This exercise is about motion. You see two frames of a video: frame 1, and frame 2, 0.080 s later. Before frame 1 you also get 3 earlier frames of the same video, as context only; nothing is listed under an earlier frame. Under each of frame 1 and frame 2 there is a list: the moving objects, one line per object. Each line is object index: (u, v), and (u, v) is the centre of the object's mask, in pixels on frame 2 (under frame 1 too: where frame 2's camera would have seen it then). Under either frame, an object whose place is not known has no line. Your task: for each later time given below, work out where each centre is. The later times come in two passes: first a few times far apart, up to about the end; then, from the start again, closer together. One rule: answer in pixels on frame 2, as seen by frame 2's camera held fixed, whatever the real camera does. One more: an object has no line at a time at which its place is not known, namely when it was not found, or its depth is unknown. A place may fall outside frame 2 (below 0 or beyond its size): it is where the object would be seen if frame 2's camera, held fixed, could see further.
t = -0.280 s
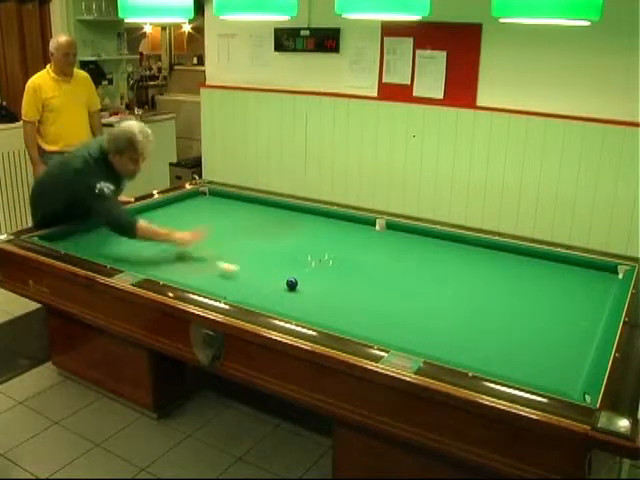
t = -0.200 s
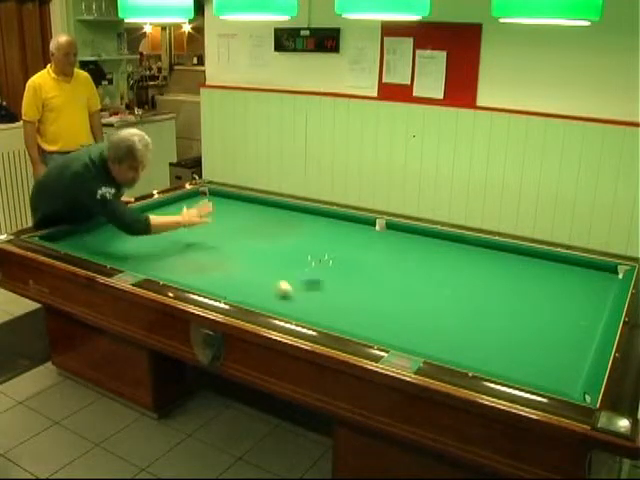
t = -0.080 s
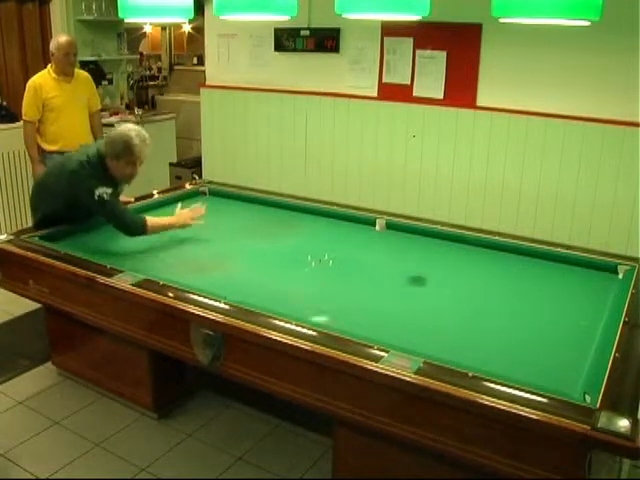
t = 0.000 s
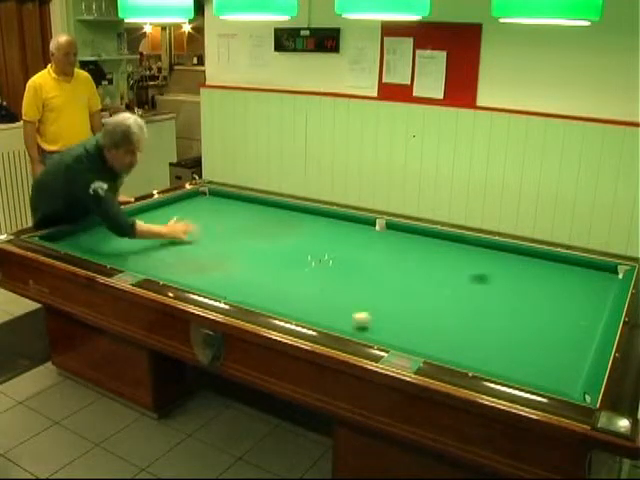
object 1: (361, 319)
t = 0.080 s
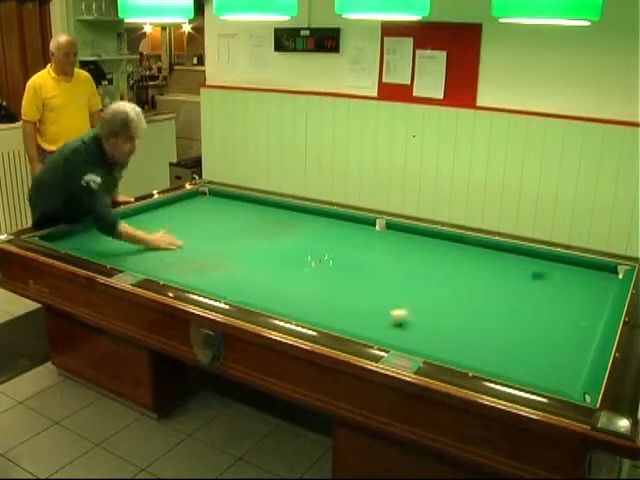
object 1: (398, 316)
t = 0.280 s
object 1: (478, 310)
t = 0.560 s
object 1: (573, 303)
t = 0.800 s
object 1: (586, 283)
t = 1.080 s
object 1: (551, 260)
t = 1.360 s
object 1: (497, 263)
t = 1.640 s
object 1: (443, 266)
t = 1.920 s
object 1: (386, 267)
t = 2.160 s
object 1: (336, 270)
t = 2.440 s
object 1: (278, 272)
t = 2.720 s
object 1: (219, 274)
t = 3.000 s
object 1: (160, 272)
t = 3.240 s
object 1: (149, 264)
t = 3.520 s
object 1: (138, 255)
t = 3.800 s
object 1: (132, 246)
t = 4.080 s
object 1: (125, 238)
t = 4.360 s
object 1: (119, 231)
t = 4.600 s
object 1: (114, 225)
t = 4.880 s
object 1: (114, 220)
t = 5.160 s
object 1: (126, 220)
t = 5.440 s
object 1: (139, 220)
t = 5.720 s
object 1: (150, 220)
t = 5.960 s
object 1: (161, 220)
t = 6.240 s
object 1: (170, 221)
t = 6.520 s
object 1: (181, 221)
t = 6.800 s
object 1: (191, 221)
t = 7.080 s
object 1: (200, 221)
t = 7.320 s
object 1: (206, 221)
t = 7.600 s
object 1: (213, 221)
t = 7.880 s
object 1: (221, 222)
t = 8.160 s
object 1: (227, 221)
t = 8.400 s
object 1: (232, 221)
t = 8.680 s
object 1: (236, 221)
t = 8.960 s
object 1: (241, 222)
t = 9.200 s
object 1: (244, 222)
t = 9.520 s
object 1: (247, 222)
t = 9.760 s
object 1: (249, 222)
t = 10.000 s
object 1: (250, 222)
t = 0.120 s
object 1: (417, 314)
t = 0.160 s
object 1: (433, 313)
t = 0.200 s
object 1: (449, 312)
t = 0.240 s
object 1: (464, 311)
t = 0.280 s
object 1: (478, 310)
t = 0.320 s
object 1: (492, 309)
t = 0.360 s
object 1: (506, 308)
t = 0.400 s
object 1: (520, 307)
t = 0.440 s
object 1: (534, 305)
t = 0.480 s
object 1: (547, 305)
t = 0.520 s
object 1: (560, 304)
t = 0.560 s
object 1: (573, 303)
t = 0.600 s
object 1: (585, 302)
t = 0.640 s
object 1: (597, 301)
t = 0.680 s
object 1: (605, 299)
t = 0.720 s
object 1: (599, 293)
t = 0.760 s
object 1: (592, 287)
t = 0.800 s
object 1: (586, 283)
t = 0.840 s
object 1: (581, 279)
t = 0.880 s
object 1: (576, 274)
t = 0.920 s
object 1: (572, 271)
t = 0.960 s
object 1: (567, 267)
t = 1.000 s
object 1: (564, 263)
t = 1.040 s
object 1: (559, 260)
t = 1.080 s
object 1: (551, 260)
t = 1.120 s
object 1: (543, 261)
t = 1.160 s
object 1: (536, 262)
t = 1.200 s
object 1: (528, 262)
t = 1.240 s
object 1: (520, 262)
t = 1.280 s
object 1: (513, 262)
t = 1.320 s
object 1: (505, 263)
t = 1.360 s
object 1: (497, 263)
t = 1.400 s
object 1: (490, 264)
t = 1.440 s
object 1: (482, 264)
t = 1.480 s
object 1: (474, 264)
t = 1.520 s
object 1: (466, 264)
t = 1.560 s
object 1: (459, 265)
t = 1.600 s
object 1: (452, 265)
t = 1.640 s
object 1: (443, 266)
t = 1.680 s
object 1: (435, 266)
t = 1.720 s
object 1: (427, 266)
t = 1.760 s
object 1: (420, 266)
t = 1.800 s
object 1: (411, 266)
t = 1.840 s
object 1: (403, 267)
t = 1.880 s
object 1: (394, 267)
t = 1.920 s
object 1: (386, 267)
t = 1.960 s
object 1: (378, 268)
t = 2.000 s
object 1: (370, 268)
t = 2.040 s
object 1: (362, 268)
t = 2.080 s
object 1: (353, 269)
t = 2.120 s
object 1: (345, 270)
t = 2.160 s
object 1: (336, 270)
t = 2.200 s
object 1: (328, 270)
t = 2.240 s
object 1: (319, 270)
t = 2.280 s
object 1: (311, 271)
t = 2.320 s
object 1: (303, 271)
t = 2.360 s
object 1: (294, 271)
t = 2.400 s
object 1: (286, 272)
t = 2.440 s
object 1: (278, 272)
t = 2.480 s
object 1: (269, 272)
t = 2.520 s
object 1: (261, 272)
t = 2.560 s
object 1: (252, 273)
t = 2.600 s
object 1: (244, 273)
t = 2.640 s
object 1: (236, 273)
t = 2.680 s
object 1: (228, 273)
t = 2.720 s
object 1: (219, 274)
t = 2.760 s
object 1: (210, 274)
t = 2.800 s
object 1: (202, 274)
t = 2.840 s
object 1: (193, 274)
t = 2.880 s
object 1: (185, 274)
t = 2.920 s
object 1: (177, 273)
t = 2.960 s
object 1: (168, 273)
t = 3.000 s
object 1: (160, 272)
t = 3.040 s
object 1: (155, 271)
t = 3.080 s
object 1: (153, 270)
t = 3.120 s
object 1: (153, 268)
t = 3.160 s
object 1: (152, 267)
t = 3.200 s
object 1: (151, 266)
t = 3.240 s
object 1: (149, 264)
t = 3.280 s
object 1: (147, 264)
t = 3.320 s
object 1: (146, 263)
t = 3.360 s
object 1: (145, 262)
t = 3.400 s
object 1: (143, 260)
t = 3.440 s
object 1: (142, 259)
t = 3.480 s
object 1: (141, 258)
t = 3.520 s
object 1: (138, 255)
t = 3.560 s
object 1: (138, 255)
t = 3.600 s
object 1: (137, 253)
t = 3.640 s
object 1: (136, 252)
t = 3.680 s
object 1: (135, 251)
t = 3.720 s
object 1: (134, 249)
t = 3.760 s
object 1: (133, 248)
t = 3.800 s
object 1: (132, 246)
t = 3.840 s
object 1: (131, 246)
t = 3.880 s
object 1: (131, 244)
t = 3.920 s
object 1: (129, 243)
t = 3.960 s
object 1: (128, 242)
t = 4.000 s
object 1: (127, 240)
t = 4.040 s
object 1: (126, 239)
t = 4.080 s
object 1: (125, 238)
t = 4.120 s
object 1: (125, 237)
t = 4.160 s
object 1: (124, 236)
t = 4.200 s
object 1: (122, 235)
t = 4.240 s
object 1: (121, 234)
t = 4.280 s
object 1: (120, 233)
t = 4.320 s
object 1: (119, 232)
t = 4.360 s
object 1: (119, 231)
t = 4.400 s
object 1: (118, 230)
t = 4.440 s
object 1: (117, 229)
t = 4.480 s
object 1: (116, 228)
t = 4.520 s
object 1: (116, 227)
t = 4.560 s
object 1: (115, 225)
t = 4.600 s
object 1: (114, 225)
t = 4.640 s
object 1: (113, 223)
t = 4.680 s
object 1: (113, 222)
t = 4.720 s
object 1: (112, 222)
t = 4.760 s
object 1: (111, 221)
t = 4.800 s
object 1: (110, 220)
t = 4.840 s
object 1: (112, 220)
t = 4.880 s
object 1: (114, 220)
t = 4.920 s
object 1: (116, 220)
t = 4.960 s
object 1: (118, 220)
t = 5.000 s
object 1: (120, 220)
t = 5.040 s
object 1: (121, 220)
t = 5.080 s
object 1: (123, 220)
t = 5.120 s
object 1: (125, 220)
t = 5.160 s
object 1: (126, 220)
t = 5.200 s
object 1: (129, 220)
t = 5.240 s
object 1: (131, 220)
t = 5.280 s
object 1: (132, 220)
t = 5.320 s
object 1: (134, 220)
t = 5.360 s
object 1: (136, 220)
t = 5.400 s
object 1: (137, 220)
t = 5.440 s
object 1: (139, 220)
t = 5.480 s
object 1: (141, 220)
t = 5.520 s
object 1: (142, 220)
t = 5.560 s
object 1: (145, 220)
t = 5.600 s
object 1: (145, 220)
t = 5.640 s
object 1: (148, 220)
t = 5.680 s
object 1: (149, 220)
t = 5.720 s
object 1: (150, 220)
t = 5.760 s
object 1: (152, 221)
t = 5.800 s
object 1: (154, 220)
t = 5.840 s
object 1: (157, 220)
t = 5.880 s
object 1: (158, 220)
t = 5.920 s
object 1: (159, 220)
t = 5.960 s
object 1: (161, 220)
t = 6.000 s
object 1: (162, 220)
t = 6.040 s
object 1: (163, 220)
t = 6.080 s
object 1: (165, 220)
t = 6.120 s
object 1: (166, 220)
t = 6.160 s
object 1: (168, 220)
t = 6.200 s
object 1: (170, 221)
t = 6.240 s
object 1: (170, 221)
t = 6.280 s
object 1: (173, 221)
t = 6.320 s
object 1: (174, 221)
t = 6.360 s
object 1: (176, 221)
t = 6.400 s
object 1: (177, 221)
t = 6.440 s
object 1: (178, 221)
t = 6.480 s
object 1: (180, 221)
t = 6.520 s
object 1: (181, 221)
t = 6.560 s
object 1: (183, 221)
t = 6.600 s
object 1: (184, 221)
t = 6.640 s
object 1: (185, 221)
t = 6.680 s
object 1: (186, 221)
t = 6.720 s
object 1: (188, 221)
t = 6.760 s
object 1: (190, 221)
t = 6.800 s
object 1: (191, 221)
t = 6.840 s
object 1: (192, 221)
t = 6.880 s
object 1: (193, 221)
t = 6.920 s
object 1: (195, 221)
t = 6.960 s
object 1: (195, 221)
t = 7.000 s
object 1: (197, 221)
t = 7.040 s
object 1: (198, 221)
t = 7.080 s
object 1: (200, 221)
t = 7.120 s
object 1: (201, 221)
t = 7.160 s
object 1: (202, 221)
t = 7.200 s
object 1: (204, 221)
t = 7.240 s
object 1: (204, 221)
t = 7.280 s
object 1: (205, 221)
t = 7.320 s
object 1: (206, 221)
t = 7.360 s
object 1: (207, 221)
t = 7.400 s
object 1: (209, 221)
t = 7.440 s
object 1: (210, 221)
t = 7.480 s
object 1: (211, 221)
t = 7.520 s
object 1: (211, 221)
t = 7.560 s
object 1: (212, 221)
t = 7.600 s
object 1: (213, 221)
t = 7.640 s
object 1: (215, 221)
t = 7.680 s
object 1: (215, 221)
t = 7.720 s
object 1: (217, 221)
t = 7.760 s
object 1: (217, 221)
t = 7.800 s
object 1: (218, 221)
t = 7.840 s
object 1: (220, 221)
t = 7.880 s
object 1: (221, 222)
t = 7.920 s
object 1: (222, 221)
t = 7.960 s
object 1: (223, 221)
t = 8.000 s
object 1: (223, 221)
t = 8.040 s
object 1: (224, 221)
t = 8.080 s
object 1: (225, 221)
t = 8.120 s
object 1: (226, 221)
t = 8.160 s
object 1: (227, 221)
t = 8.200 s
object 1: (228, 221)
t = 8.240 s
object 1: (228, 221)
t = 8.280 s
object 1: (229, 222)
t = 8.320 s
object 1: (230, 222)
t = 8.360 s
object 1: (230, 222)
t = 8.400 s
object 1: (232, 221)
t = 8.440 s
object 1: (232, 221)
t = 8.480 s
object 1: (233, 221)
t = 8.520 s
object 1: (234, 221)
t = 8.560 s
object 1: (234, 221)
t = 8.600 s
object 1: (235, 221)
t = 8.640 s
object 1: (236, 221)
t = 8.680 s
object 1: (236, 221)
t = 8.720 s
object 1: (237, 222)
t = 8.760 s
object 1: (238, 222)
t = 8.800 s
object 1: (238, 222)
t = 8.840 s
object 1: (239, 222)
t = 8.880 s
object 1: (240, 222)
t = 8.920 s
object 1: (240, 222)
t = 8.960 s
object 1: (241, 222)
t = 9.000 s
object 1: (241, 222)
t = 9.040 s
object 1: (242, 222)
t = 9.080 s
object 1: (243, 222)
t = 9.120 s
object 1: (243, 222)
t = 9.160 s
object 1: (243, 222)
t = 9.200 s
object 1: (244, 222)
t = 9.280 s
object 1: (245, 222)
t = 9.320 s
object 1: (245, 222)
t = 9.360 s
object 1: (246, 222)
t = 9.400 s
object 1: (246, 222)
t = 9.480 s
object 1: (247, 222)
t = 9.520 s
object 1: (247, 222)
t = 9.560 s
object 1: (247, 222)
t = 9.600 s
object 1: (249, 222)
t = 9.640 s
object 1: (249, 222)
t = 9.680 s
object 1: (249, 222)
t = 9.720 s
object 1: (249, 222)
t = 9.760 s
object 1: (249, 222)
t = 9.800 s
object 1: (249, 222)
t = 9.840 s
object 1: (249, 222)
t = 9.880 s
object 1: (250, 222)
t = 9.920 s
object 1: (250, 222)
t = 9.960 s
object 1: (250, 222)
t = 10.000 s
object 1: (250, 222)
